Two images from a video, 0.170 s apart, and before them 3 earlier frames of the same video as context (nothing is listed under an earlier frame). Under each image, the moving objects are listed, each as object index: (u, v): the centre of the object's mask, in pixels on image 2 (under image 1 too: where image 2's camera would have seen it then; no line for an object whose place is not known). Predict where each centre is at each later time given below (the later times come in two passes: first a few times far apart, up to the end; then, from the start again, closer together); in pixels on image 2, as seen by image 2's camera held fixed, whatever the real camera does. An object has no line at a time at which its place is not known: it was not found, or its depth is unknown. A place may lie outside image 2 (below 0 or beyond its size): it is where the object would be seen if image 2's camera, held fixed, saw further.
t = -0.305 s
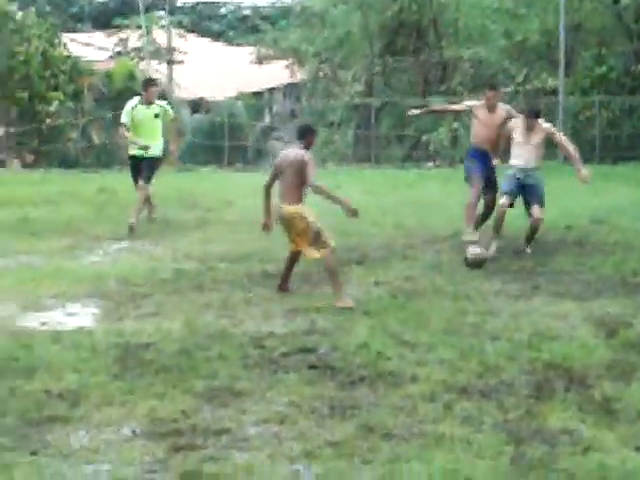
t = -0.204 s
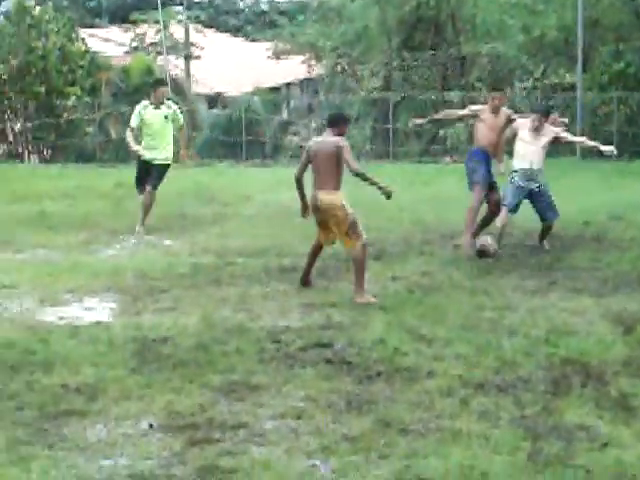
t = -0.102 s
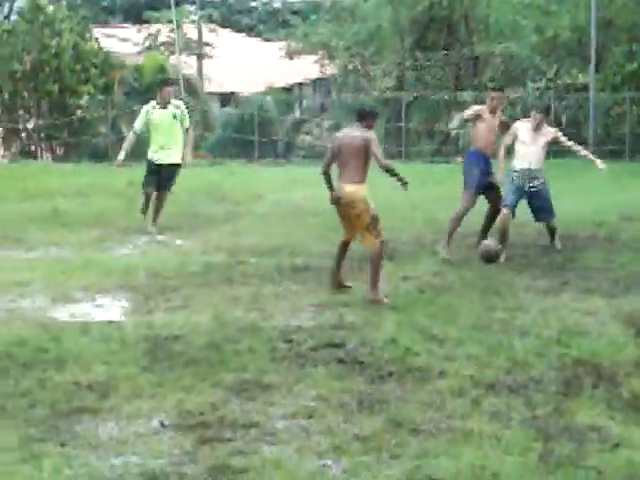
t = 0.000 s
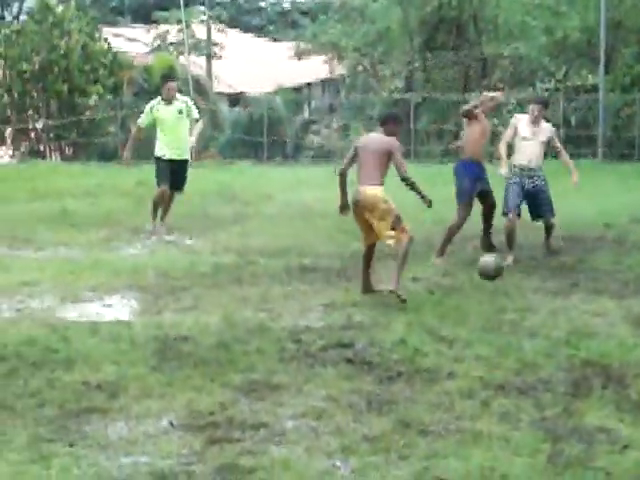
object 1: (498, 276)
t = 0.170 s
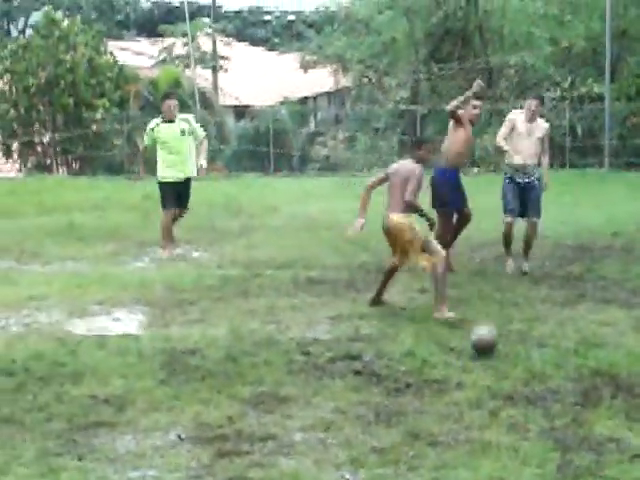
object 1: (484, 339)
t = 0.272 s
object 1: (477, 350)
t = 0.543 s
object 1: (461, 403)
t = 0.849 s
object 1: (447, 454)
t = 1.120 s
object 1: (429, 517)
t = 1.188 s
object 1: (424, 534)
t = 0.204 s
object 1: (481, 353)
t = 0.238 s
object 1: (479, 353)
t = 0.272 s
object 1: (477, 350)
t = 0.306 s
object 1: (477, 350)
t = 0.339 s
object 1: (474, 352)
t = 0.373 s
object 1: (472, 355)
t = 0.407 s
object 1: (471, 360)
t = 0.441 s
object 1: (469, 368)
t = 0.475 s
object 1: (466, 377)
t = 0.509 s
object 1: (464, 388)
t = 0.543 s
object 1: (461, 403)
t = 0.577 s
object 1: (461, 408)
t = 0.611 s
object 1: (459, 411)
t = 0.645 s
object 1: (457, 414)
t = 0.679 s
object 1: (456, 422)
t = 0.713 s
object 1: (454, 431)
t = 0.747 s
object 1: (453, 438)
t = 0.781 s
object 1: (452, 440)
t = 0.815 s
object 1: (450, 447)
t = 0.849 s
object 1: (447, 454)
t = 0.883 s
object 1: (445, 463)
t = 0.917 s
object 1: (443, 472)
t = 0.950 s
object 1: (440, 476)
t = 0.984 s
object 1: (439, 482)
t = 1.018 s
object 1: (435, 490)
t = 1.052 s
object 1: (433, 499)
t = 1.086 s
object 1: (432, 509)
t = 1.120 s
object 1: (429, 517)
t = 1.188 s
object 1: (424, 534)
